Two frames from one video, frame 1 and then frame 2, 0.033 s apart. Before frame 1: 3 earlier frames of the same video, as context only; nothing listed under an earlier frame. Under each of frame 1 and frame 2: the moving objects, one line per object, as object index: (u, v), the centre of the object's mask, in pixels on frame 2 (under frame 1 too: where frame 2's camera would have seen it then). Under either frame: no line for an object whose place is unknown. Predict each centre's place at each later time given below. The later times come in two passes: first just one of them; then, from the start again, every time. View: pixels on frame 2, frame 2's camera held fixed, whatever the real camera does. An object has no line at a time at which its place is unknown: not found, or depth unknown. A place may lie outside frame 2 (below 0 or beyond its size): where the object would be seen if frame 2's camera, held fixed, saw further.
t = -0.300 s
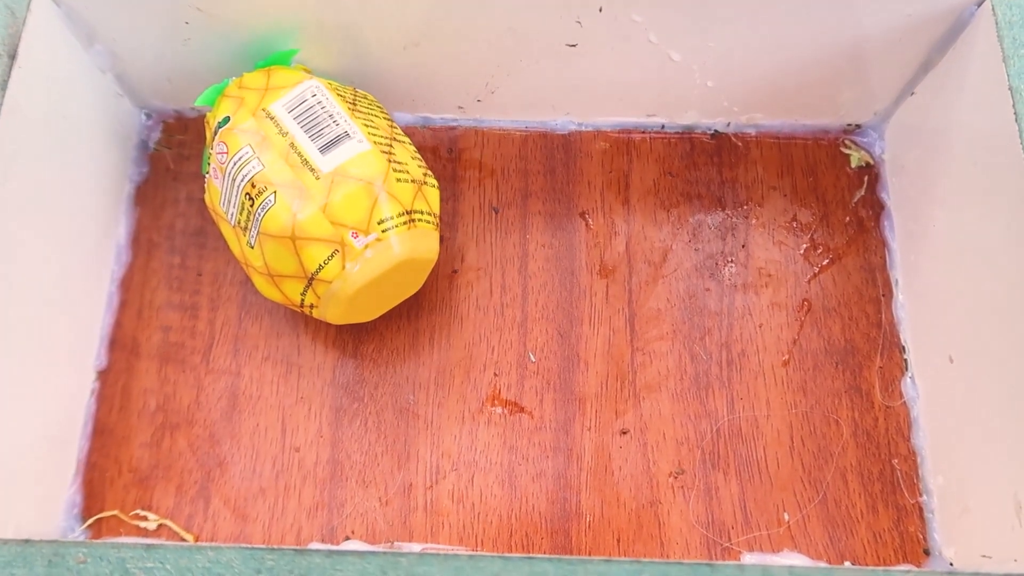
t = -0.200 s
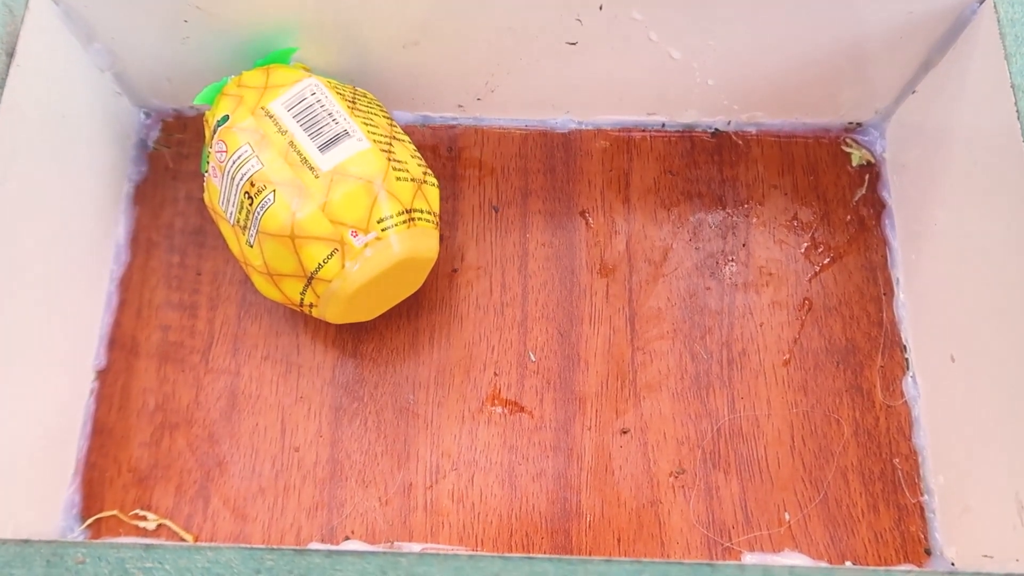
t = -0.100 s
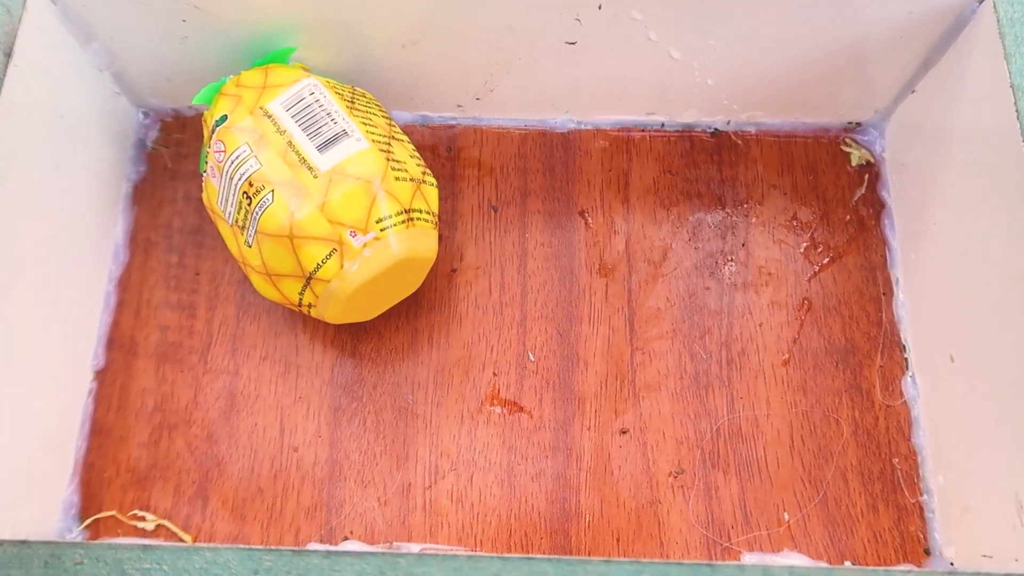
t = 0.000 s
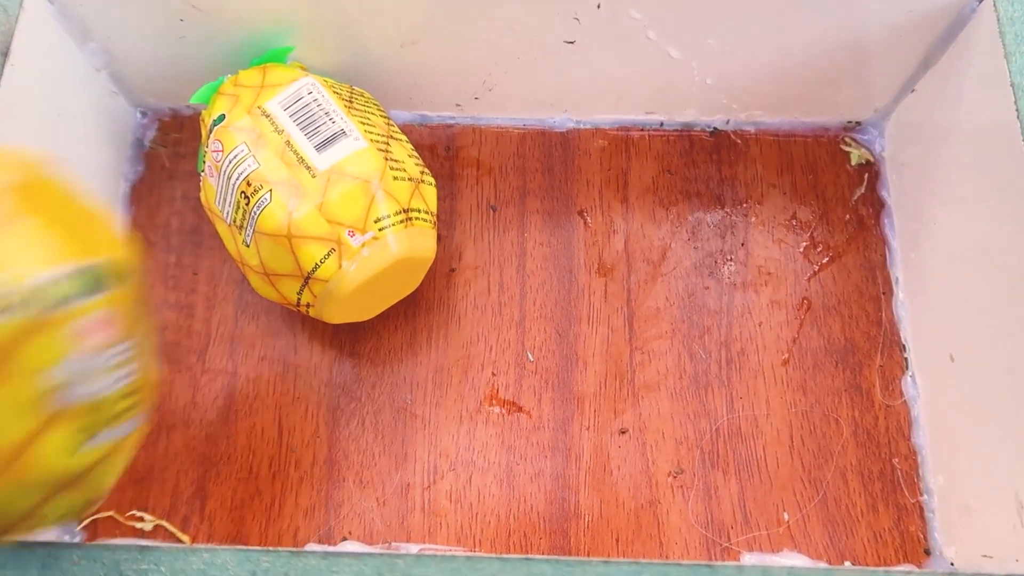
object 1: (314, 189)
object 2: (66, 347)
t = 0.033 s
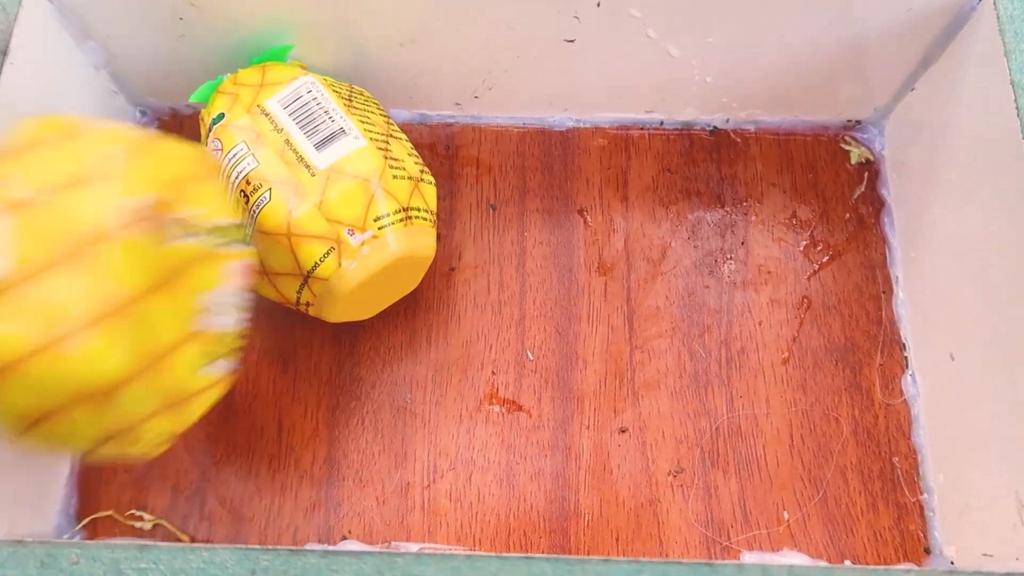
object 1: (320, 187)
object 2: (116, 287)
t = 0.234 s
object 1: (462, 163)
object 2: (220, 235)
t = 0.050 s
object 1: (333, 182)
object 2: (130, 285)
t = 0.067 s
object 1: (346, 183)
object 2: (131, 290)
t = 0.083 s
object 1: (364, 177)
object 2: (135, 299)
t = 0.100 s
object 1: (385, 169)
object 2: (143, 297)
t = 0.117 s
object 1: (403, 168)
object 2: (149, 291)
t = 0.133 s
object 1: (415, 168)
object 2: (161, 284)
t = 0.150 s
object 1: (423, 168)
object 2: (177, 273)
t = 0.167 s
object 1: (429, 167)
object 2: (192, 262)
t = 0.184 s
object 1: (436, 167)
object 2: (201, 253)
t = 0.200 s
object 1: (446, 163)
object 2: (208, 246)
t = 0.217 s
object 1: (455, 161)
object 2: (215, 240)
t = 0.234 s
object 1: (462, 163)
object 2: (220, 235)
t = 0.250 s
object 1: (467, 165)
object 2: (226, 231)
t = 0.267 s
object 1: (471, 164)
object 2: (232, 228)
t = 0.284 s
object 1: (473, 162)
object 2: (237, 225)
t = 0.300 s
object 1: (476, 161)
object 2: (240, 223)
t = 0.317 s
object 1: (478, 160)
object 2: (243, 221)
